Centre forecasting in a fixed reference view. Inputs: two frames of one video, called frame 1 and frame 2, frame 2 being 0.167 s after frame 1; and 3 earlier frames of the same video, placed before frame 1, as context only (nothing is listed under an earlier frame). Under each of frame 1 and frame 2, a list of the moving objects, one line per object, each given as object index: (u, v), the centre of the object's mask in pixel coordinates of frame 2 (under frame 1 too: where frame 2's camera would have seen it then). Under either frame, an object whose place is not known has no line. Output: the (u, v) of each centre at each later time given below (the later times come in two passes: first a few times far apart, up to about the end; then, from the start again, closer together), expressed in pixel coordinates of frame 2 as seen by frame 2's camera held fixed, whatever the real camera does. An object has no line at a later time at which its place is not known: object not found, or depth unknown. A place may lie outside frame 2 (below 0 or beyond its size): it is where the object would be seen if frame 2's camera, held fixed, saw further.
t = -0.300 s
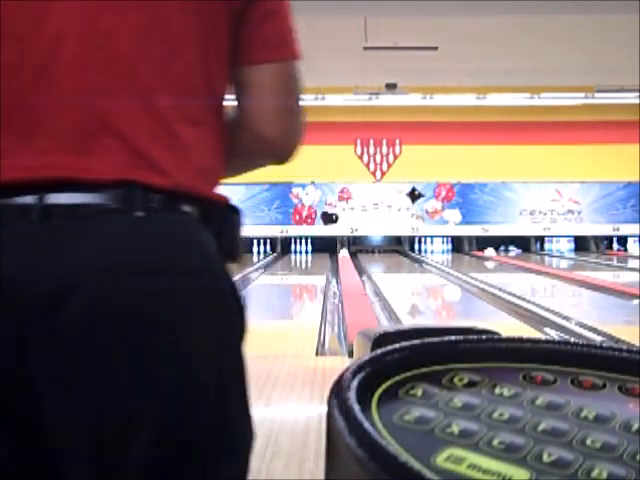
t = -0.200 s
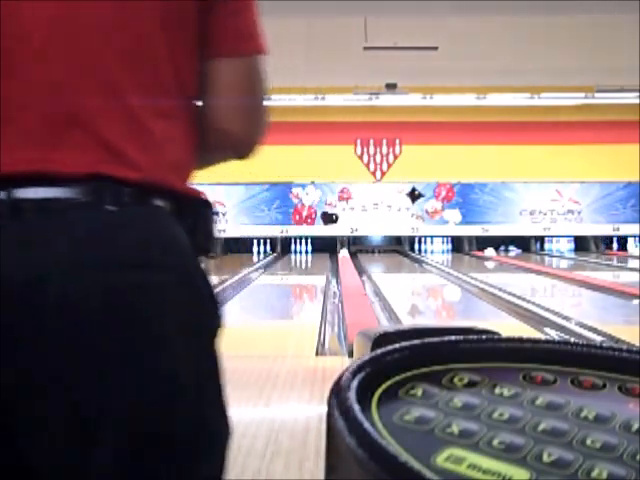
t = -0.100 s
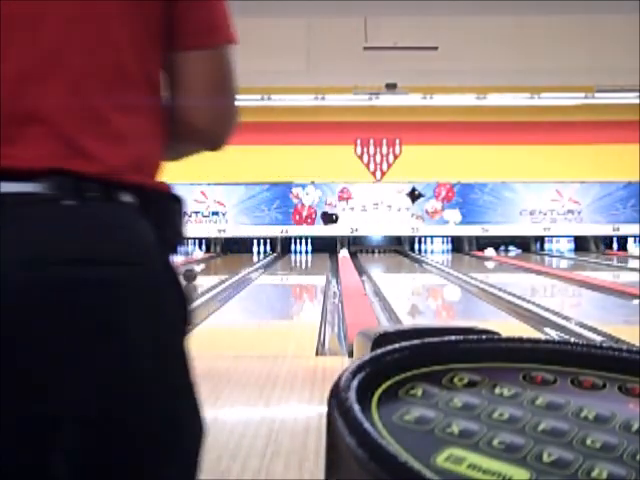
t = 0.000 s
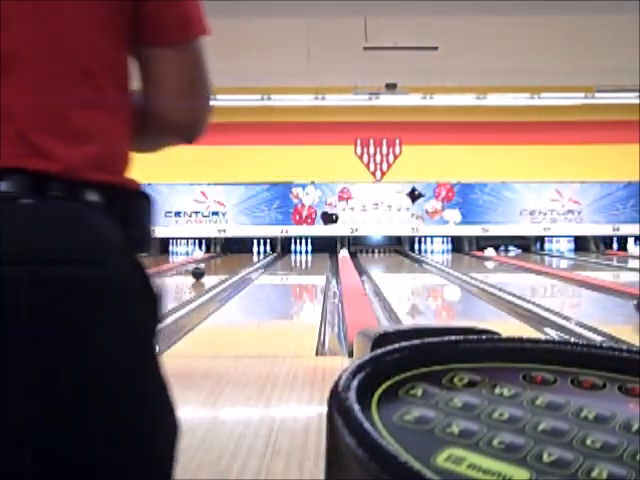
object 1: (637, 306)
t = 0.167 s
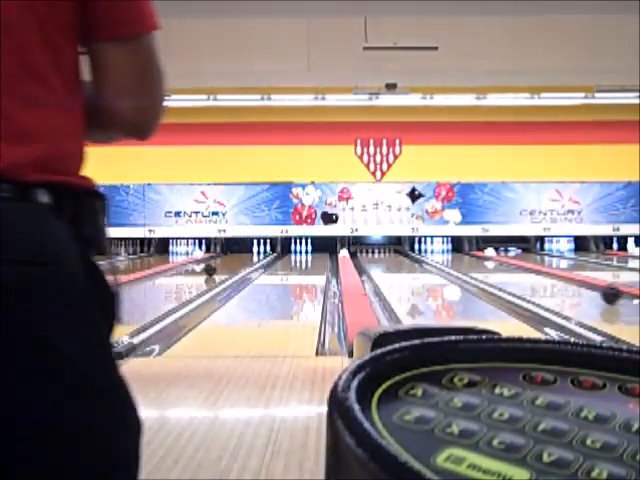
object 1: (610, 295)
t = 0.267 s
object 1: (592, 290)
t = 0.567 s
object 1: (552, 278)
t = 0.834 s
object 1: (526, 271)
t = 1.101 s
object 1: (505, 265)
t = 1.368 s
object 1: (489, 261)
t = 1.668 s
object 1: (474, 257)
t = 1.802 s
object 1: (467, 256)
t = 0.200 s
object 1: (604, 293)
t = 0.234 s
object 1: (598, 291)
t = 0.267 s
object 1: (592, 290)
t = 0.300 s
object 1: (587, 288)
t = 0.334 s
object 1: (582, 287)
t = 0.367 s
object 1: (578, 285)
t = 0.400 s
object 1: (573, 285)
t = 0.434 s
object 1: (568, 283)
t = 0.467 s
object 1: (564, 282)
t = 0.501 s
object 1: (560, 281)
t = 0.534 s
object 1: (556, 280)
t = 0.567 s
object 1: (552, 278)
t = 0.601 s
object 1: (548, 277)
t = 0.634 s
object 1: (545, 276)
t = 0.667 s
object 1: (542, 275)
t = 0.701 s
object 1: (538, 274)
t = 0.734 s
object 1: (535, 273)
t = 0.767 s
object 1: (532, 272)
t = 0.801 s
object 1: (529, 272)
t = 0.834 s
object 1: (526, 271)
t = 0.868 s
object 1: (524, 270)
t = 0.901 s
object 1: (521, 270)
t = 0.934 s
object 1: (518, 269)
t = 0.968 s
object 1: (515, 268)
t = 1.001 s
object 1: (513, 267)
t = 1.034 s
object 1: (510, 267)
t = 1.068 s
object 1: (508, 266)
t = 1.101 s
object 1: (505, 265)
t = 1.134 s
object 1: (503, 265)
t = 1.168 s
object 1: (501, 264)
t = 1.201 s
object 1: (499, 263)
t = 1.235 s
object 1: (497, 263)
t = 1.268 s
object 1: (495, 262)
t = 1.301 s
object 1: (493, 261)
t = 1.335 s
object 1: (491, 261)
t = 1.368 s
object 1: (489, 261)
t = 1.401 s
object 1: (487, 260)
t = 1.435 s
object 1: (486, 260)
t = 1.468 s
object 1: (483, 259)
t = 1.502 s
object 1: (482, 259)
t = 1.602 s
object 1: (478, 259)
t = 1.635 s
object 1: (475, 258)
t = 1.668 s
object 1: (474, 257)
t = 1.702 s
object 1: (472, 257)
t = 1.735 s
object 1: (471, 256)
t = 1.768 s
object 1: (469, 256)
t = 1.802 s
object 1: (467, 256)
